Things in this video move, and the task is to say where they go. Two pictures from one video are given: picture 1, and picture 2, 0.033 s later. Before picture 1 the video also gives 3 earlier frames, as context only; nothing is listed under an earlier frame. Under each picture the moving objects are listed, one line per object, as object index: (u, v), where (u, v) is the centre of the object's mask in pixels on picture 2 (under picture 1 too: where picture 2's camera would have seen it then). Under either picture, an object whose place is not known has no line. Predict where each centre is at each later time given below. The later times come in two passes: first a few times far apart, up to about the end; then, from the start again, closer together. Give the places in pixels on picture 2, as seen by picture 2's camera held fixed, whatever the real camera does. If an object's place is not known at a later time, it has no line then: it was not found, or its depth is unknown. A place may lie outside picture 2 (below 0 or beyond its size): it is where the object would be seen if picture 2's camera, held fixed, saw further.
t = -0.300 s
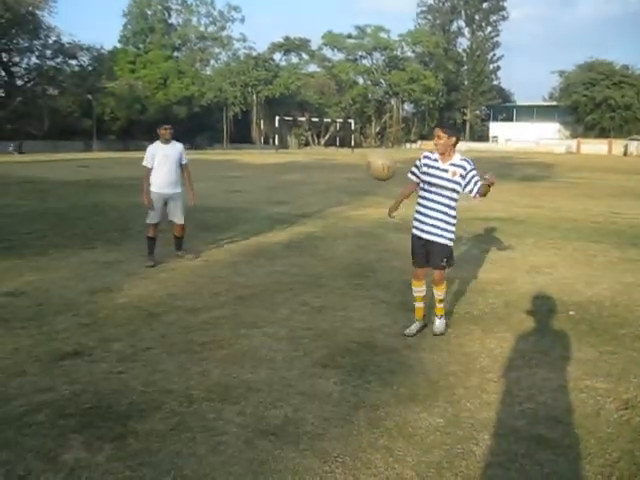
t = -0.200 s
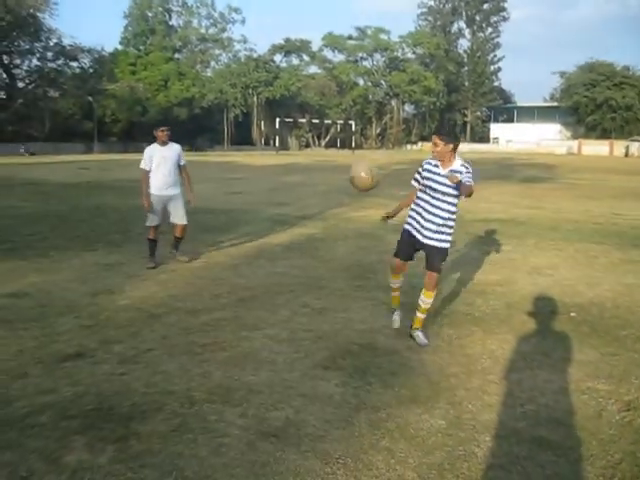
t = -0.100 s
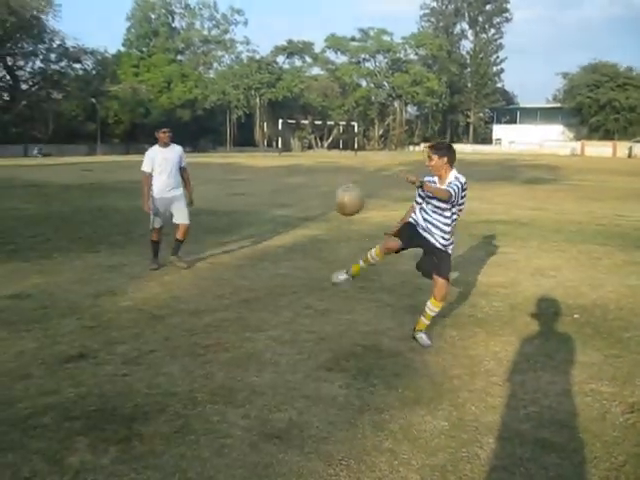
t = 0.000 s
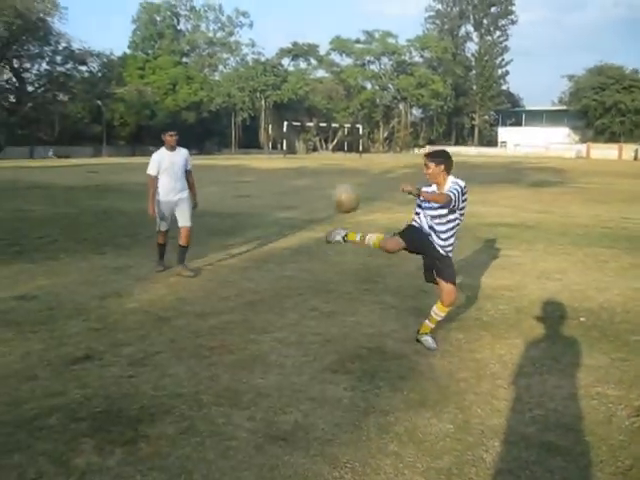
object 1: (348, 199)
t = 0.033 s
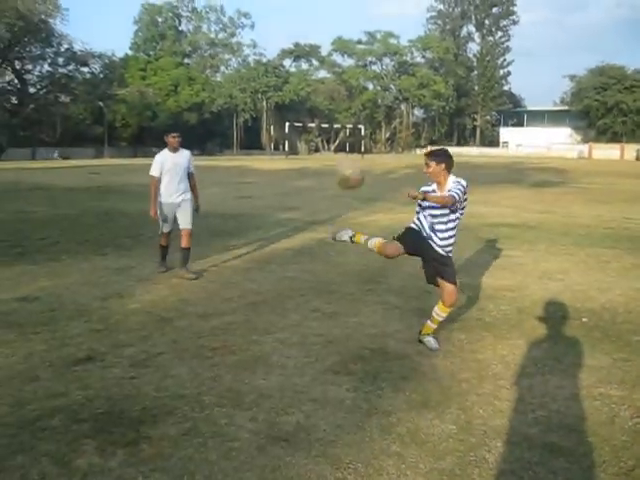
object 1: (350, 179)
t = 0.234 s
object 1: (366, 56)
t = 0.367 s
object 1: (374, 10)
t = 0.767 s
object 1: (389, 23)
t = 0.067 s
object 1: (353, 150)
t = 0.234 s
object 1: (366, 56)
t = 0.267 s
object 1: (367, 43)
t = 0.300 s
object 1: (370, 30)
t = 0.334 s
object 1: (372, 20)
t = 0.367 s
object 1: (374, 10)
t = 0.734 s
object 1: (388, 13)
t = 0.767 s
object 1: (389, 23)
